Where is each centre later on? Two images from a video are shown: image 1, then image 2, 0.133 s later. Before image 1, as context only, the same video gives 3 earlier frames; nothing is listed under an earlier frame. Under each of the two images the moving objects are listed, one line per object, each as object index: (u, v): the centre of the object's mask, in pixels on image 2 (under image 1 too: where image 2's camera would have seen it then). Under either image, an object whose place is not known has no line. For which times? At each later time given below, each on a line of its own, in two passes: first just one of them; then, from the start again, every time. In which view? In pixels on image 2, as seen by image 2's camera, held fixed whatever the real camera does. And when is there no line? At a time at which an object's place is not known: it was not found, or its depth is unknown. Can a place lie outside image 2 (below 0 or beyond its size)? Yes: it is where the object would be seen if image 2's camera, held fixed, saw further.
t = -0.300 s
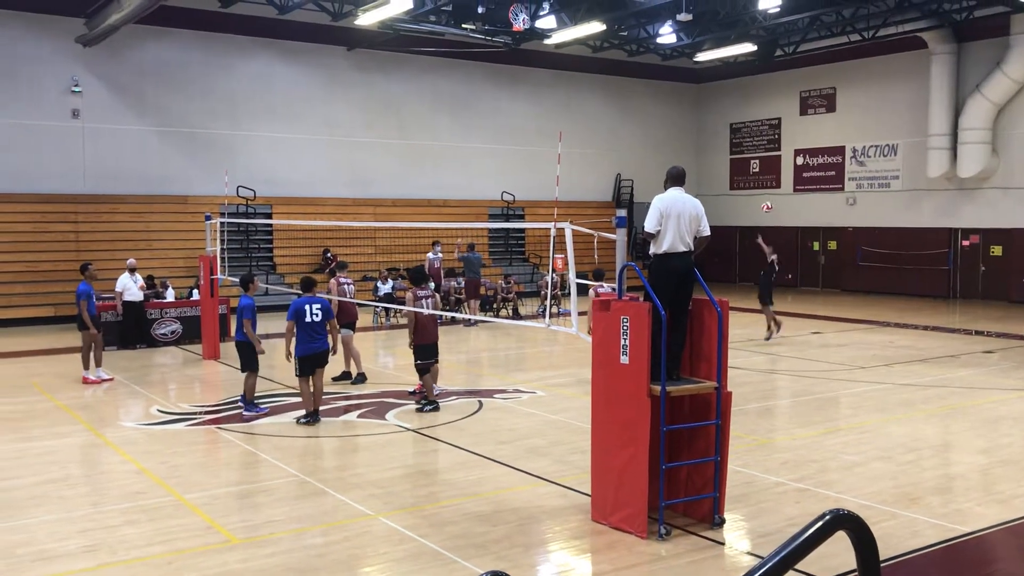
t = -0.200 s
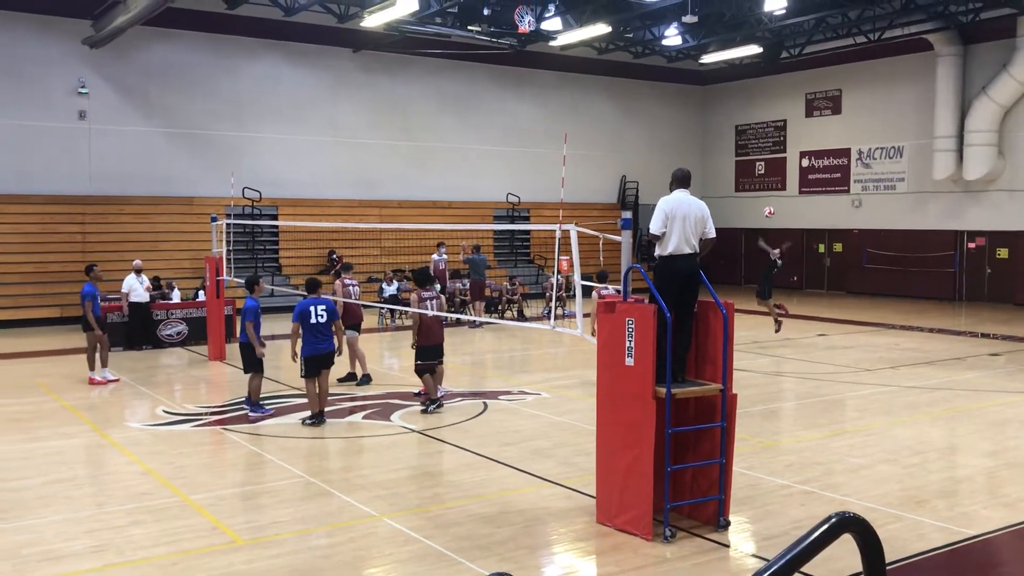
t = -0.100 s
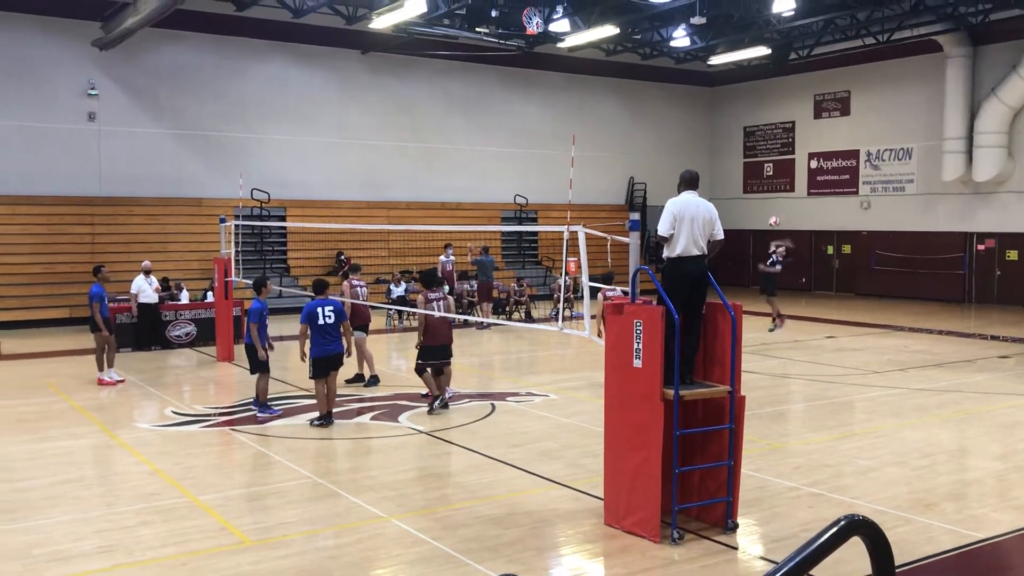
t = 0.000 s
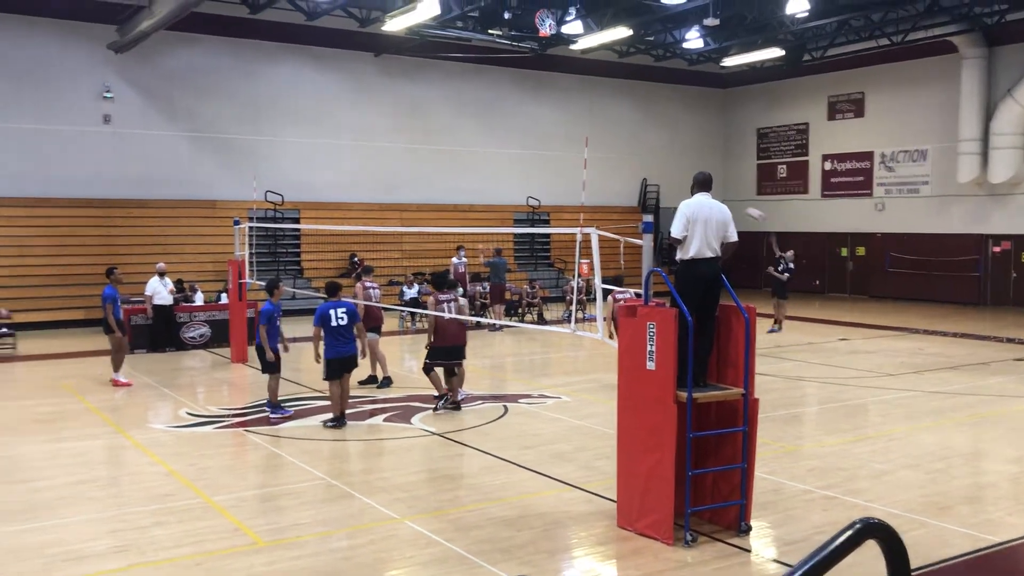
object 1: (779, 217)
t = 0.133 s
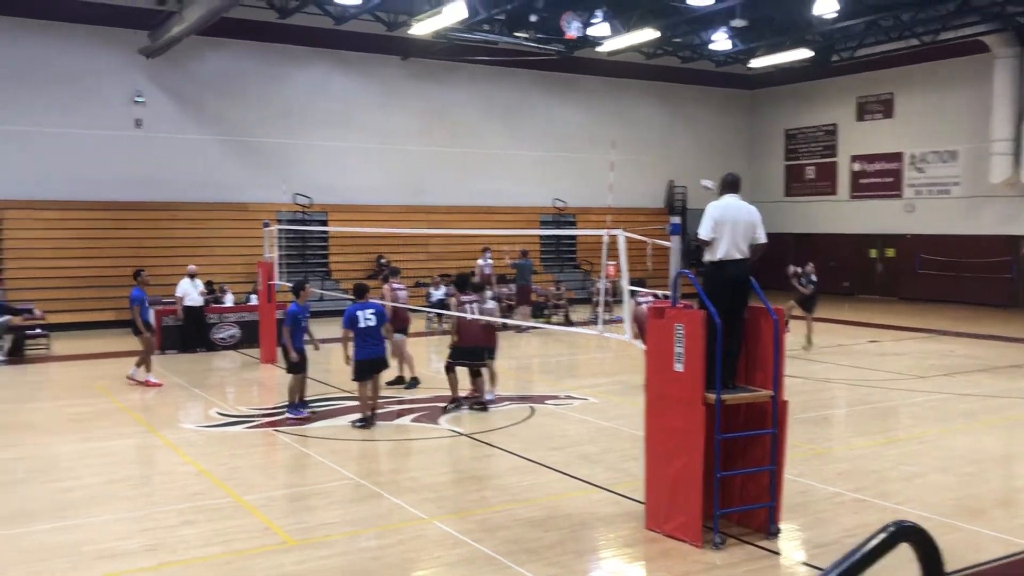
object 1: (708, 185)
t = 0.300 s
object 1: (610, 159)
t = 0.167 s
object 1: (689, 179)
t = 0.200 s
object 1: (670, 174)
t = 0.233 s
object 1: (649, 168)
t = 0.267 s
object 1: (629, 163)
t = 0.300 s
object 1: (610, 159)
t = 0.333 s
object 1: (588, 156)
